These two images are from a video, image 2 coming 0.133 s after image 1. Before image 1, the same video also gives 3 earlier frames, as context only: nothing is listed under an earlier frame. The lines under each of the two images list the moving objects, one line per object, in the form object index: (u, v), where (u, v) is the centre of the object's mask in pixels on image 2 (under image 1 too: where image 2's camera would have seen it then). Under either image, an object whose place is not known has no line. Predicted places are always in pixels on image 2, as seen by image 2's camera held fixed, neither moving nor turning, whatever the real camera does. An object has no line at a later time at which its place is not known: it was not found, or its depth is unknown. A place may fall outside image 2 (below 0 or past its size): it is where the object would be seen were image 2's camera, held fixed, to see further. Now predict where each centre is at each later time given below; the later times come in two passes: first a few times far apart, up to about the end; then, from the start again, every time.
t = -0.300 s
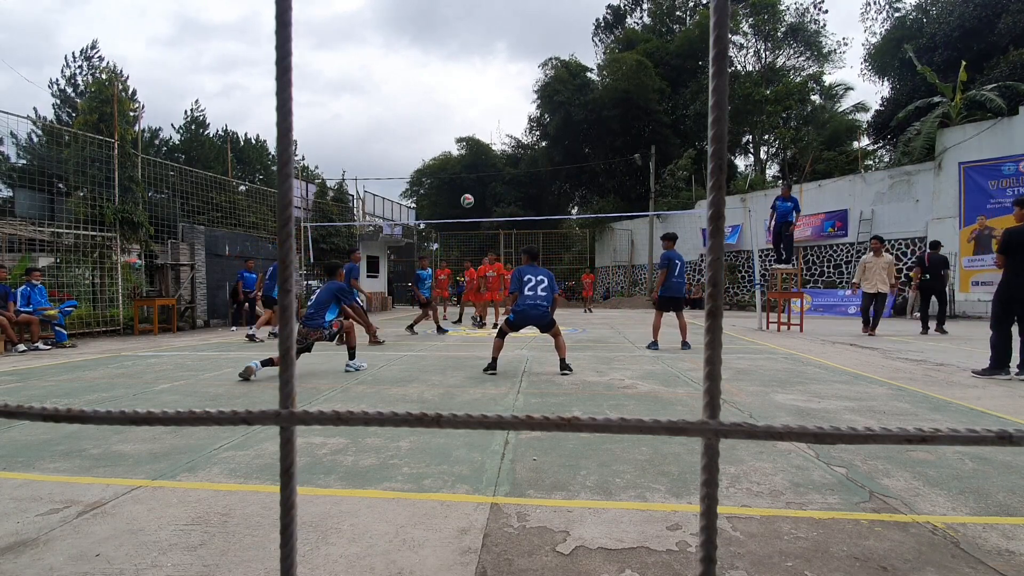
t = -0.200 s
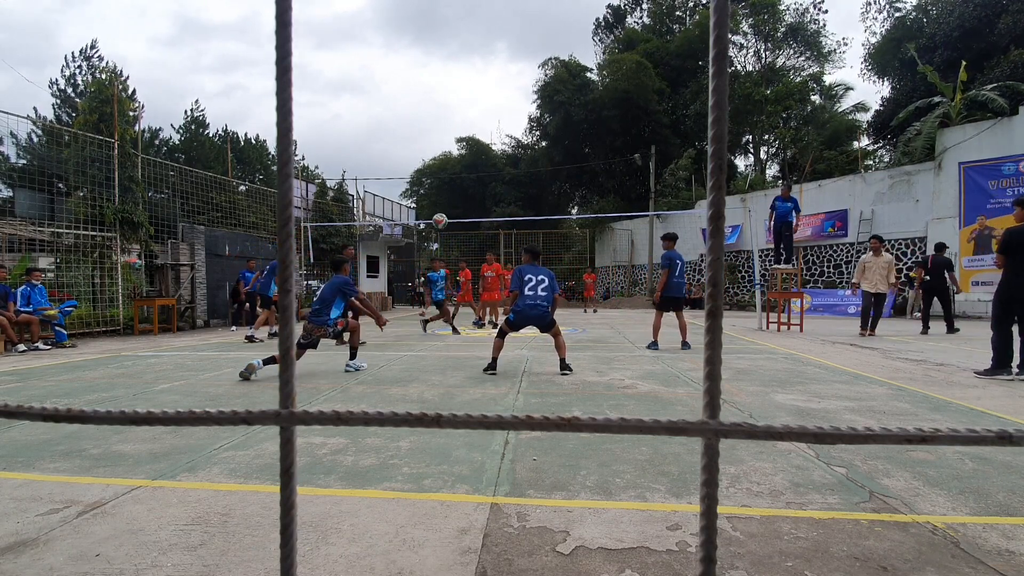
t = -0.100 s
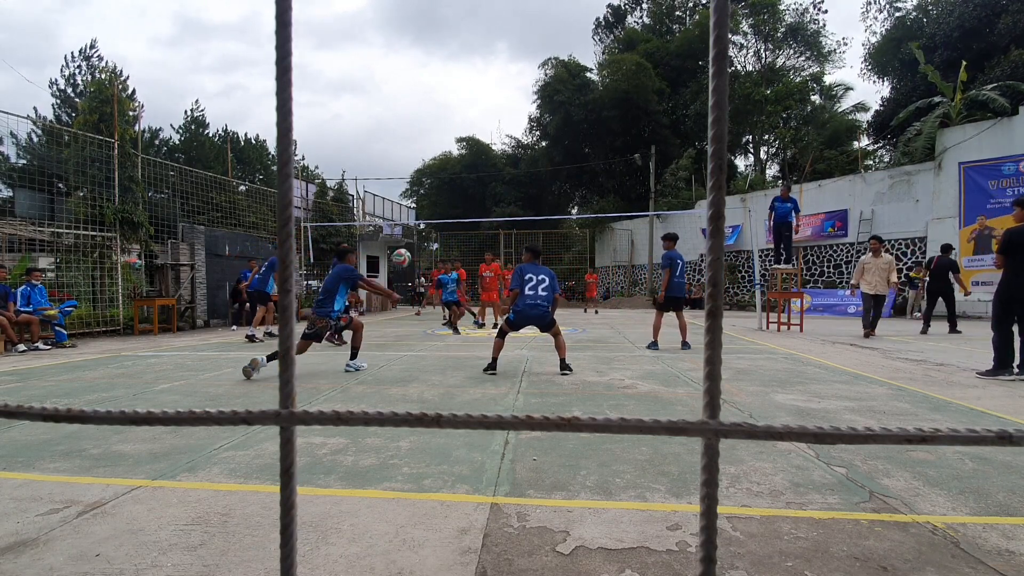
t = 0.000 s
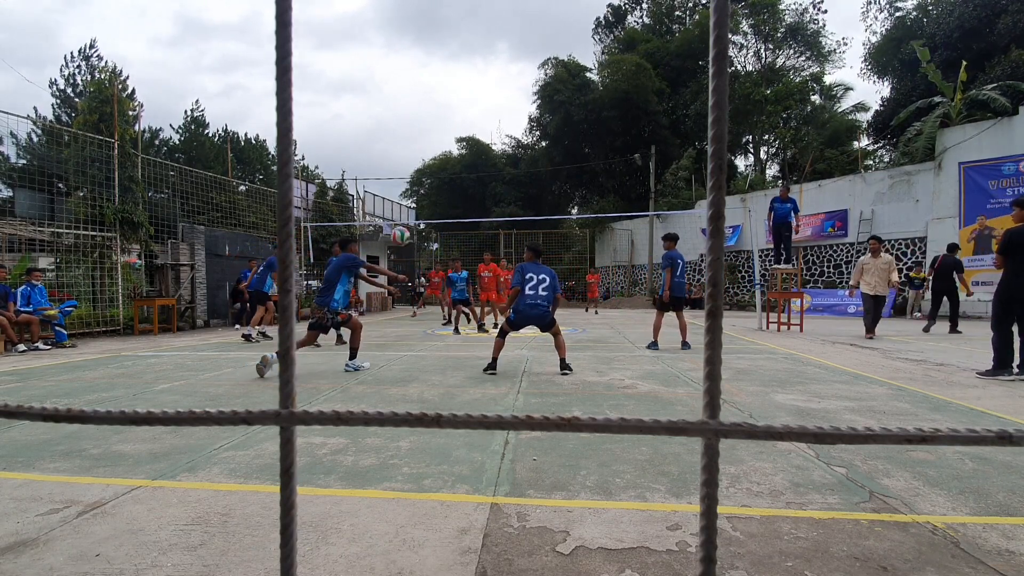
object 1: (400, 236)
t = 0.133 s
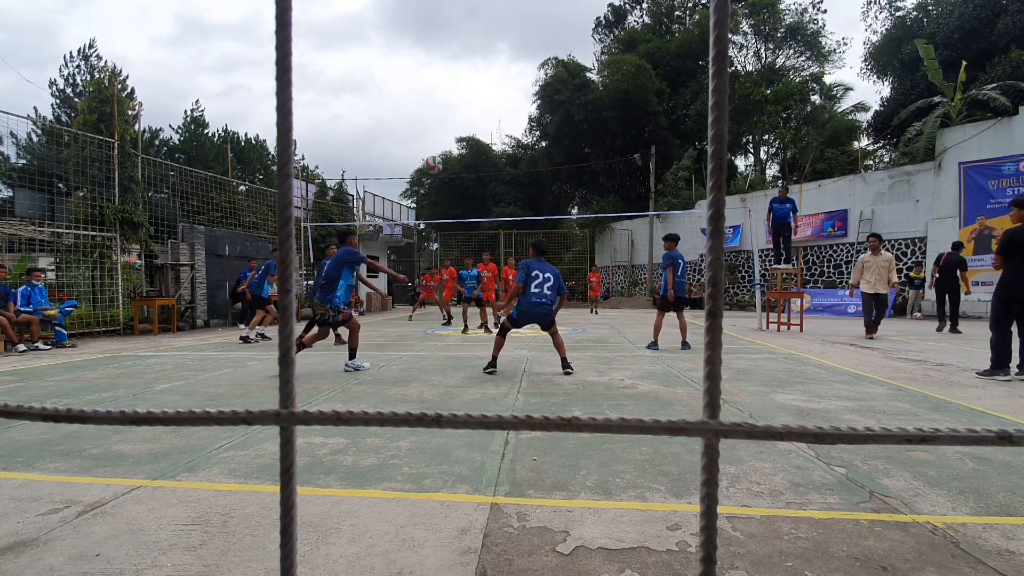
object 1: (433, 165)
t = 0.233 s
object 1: (455, 125)
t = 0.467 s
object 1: (498, 74)
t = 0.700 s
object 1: (535, 67)
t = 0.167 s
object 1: (440, 150)
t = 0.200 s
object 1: (448, 137)
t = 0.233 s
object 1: (455, 125)
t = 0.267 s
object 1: (462, 115)
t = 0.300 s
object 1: (468, 105)
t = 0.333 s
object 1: (475, 97)
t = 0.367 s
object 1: (481, 90)
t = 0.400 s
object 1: (487, 83)
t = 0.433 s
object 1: (493, 78)
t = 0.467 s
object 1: (498, 74)
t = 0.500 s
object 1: (504, 70)
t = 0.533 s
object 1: (510, 68)
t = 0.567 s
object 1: (515, 66)
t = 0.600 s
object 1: (520, 65)
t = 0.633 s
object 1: (525, 65)
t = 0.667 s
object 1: (530, 66)
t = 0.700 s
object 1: (535, 67)
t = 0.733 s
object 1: (540, 69)
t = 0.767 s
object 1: (545, 72)
